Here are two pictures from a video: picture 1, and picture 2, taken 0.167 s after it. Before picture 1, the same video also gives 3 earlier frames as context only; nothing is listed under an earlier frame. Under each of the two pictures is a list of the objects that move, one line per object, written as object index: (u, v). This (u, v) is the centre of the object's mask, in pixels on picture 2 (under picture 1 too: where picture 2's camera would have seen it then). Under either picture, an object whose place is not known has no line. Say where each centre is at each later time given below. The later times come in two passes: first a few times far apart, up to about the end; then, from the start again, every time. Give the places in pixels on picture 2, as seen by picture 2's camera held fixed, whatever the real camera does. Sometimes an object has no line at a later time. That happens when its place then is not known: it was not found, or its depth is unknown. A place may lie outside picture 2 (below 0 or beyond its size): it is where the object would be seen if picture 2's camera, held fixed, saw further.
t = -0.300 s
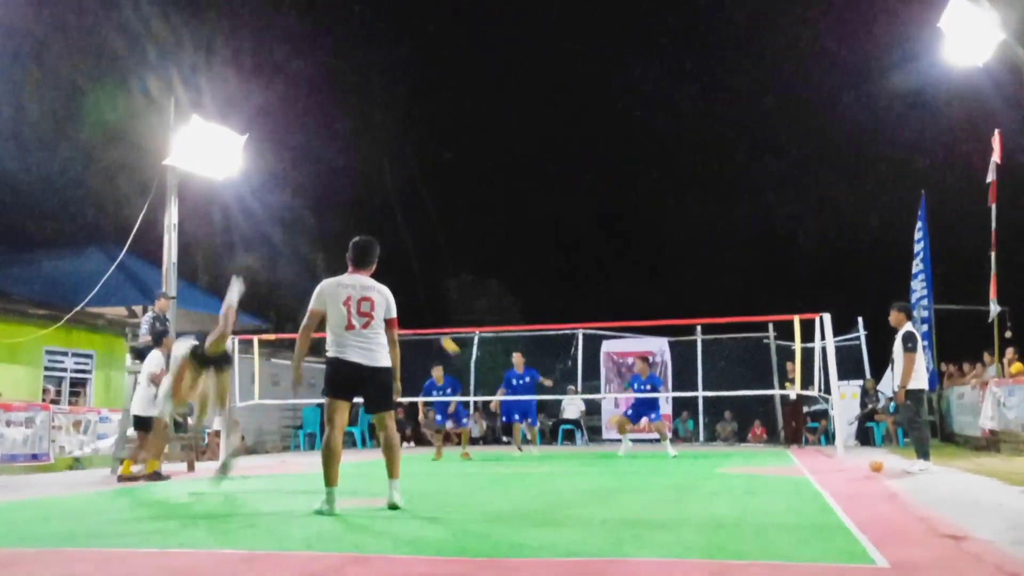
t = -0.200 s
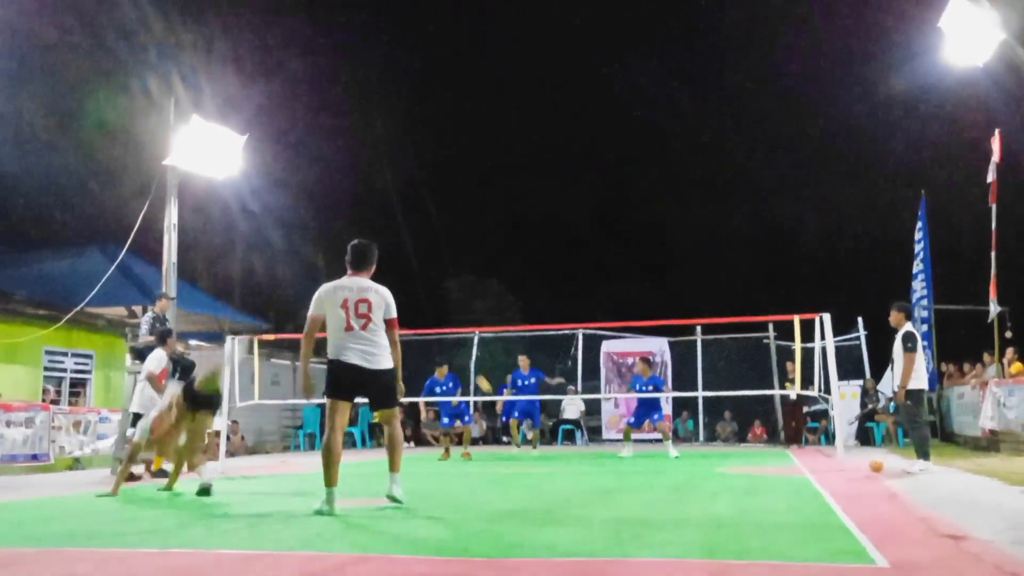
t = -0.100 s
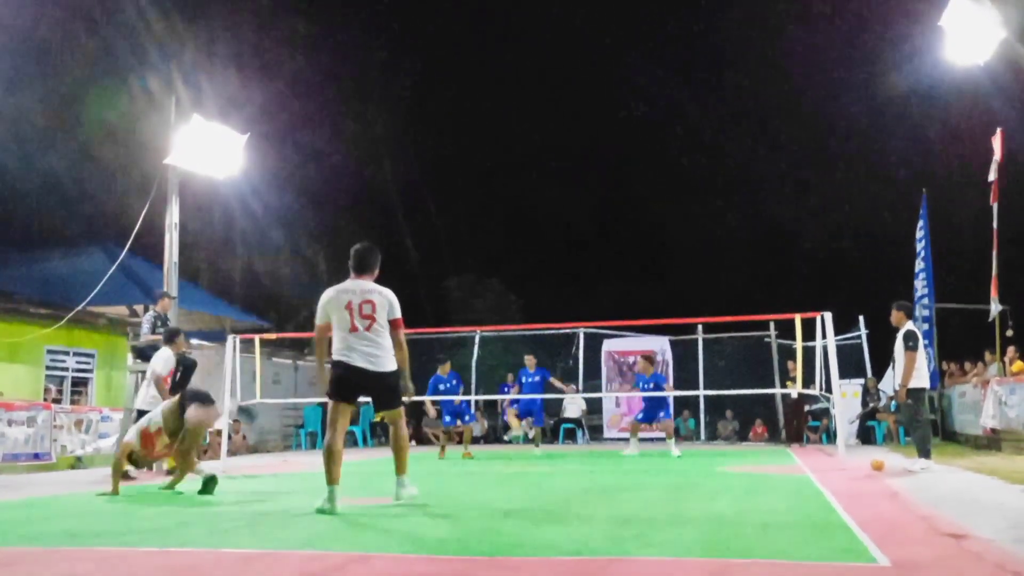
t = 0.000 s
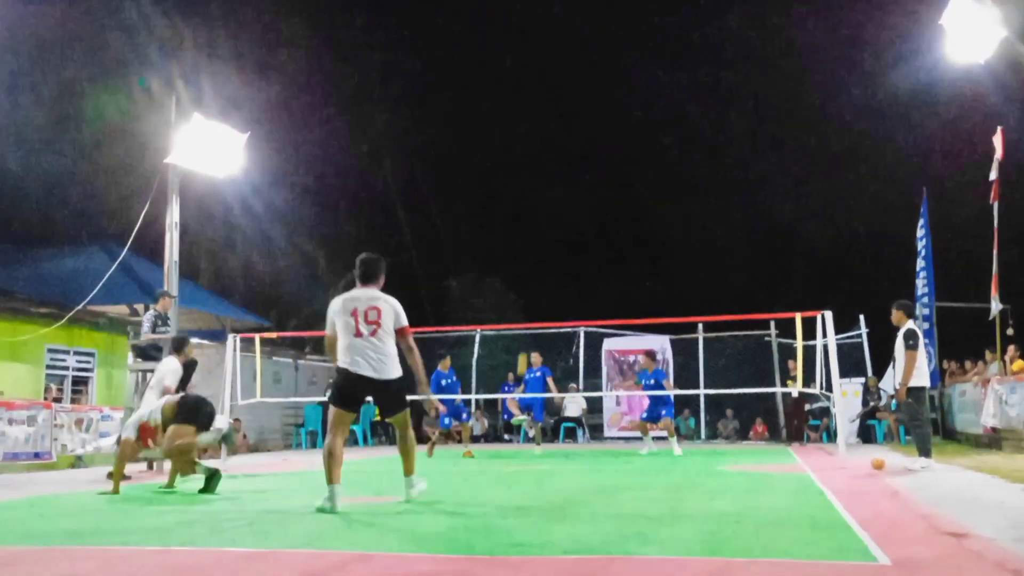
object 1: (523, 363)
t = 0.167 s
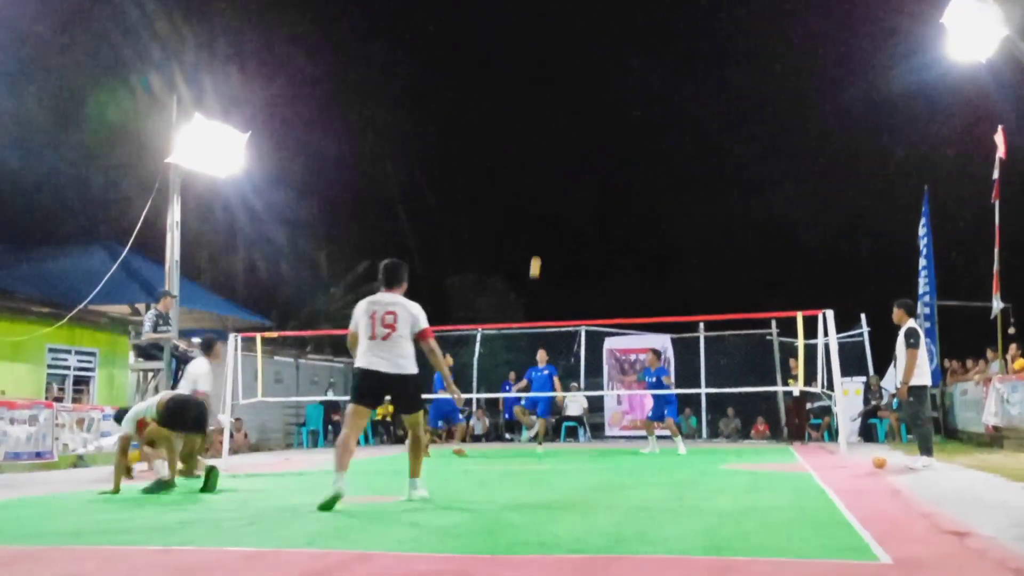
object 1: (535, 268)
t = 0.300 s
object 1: (546, 202)
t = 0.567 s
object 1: (570, 100)
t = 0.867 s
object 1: (602, 37)
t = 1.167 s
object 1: (641, 42)
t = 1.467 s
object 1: (689, 131)
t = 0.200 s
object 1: (538, 250)
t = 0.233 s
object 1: (540, 233)
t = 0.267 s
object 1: (543, 217)
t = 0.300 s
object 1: (546, 202)
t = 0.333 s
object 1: (548, 187)
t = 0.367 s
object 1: (551, 172)
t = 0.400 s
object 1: (554, 159)
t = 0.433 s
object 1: (557, 146)
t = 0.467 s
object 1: (560, 133)
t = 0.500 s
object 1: (564, 121)
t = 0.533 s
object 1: (567, 110)
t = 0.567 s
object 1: (570, 100)
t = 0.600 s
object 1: (573, 89)
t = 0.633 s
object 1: (577, 80)
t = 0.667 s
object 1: (580, 72)
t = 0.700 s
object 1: (584, 64)
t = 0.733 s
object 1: (587, 57)
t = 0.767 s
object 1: (591, 51)
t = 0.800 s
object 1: (595, 46)
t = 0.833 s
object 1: (598, 41)
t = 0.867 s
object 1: (602, 37)
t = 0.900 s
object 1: (606, 34)
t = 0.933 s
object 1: (610, 32)
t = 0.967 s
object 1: (615, 31)
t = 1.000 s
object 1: (619, 30)
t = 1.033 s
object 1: (623, 31)
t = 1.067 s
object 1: (628, 32)
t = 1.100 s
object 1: (632, 35)
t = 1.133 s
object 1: (637, 38)
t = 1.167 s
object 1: (641, 42)
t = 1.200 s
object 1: (646, 48)
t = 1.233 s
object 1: (651, 54)
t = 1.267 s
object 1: (656, 62)
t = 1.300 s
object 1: (661, 70)
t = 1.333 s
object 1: (667, 80)
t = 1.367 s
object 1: (672, 91)
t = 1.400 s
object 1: (678, 103)
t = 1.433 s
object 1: (683, 117)
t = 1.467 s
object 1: (689, 131)
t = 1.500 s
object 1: (695, 148)
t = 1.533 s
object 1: (701, 165)
